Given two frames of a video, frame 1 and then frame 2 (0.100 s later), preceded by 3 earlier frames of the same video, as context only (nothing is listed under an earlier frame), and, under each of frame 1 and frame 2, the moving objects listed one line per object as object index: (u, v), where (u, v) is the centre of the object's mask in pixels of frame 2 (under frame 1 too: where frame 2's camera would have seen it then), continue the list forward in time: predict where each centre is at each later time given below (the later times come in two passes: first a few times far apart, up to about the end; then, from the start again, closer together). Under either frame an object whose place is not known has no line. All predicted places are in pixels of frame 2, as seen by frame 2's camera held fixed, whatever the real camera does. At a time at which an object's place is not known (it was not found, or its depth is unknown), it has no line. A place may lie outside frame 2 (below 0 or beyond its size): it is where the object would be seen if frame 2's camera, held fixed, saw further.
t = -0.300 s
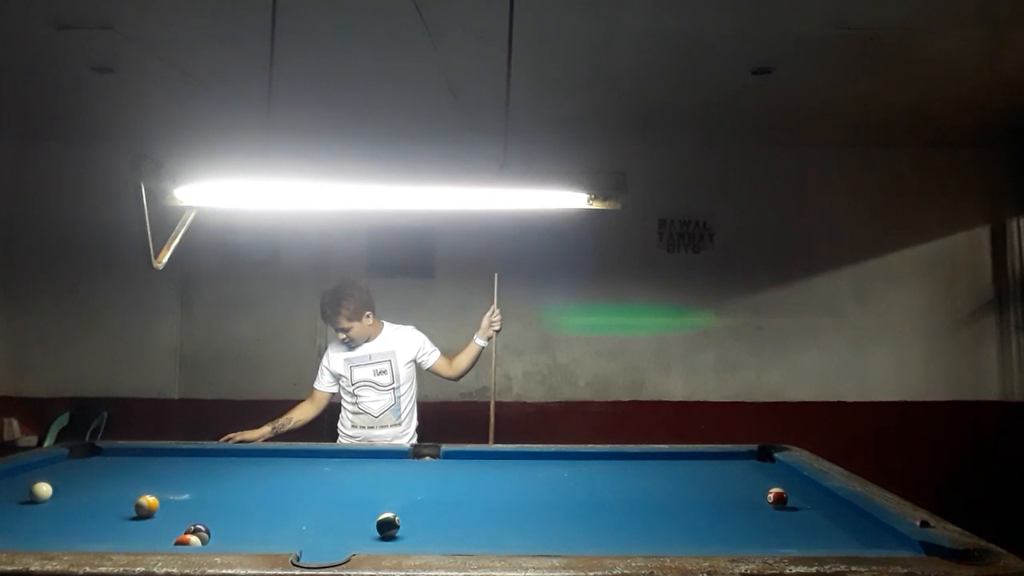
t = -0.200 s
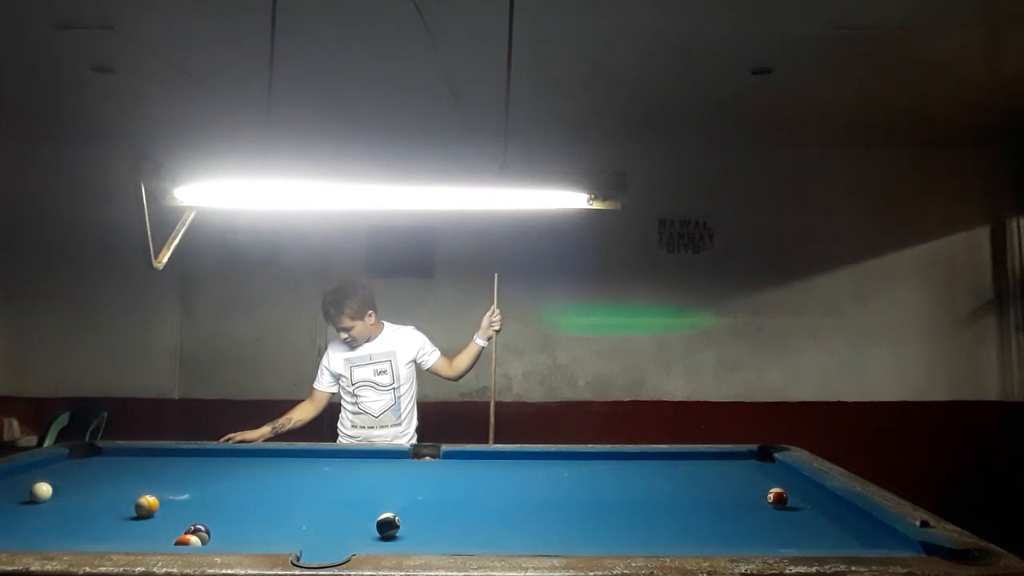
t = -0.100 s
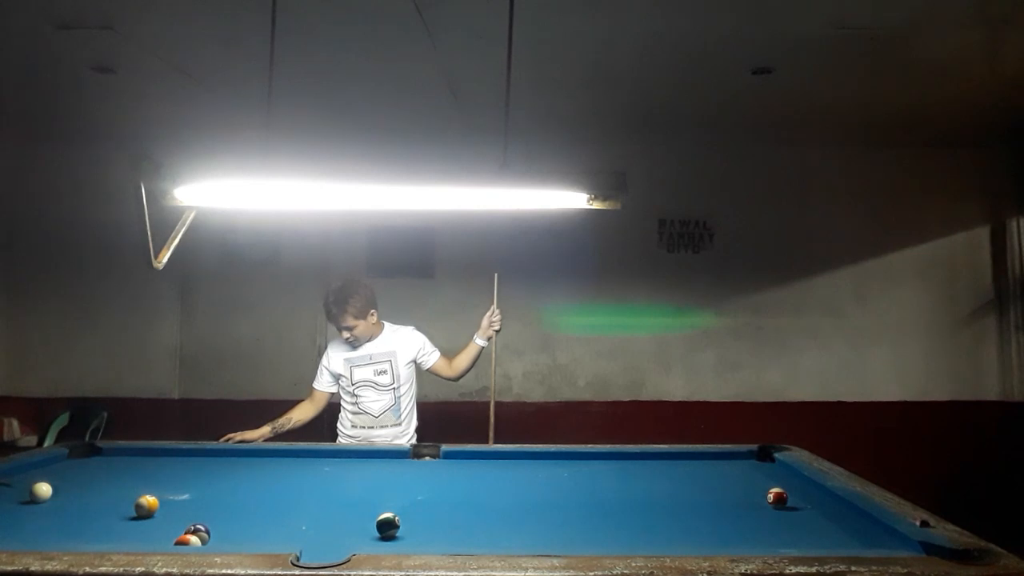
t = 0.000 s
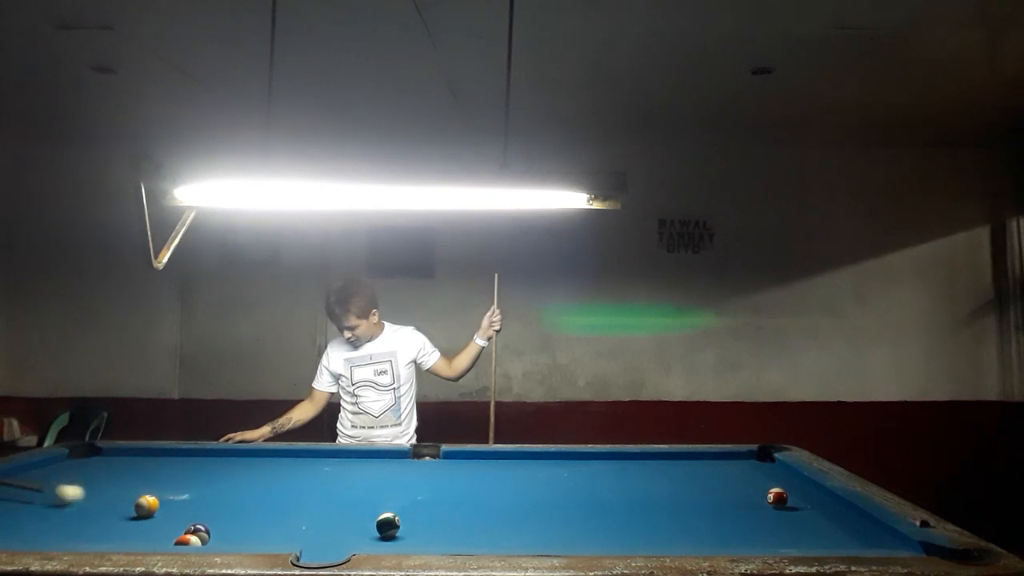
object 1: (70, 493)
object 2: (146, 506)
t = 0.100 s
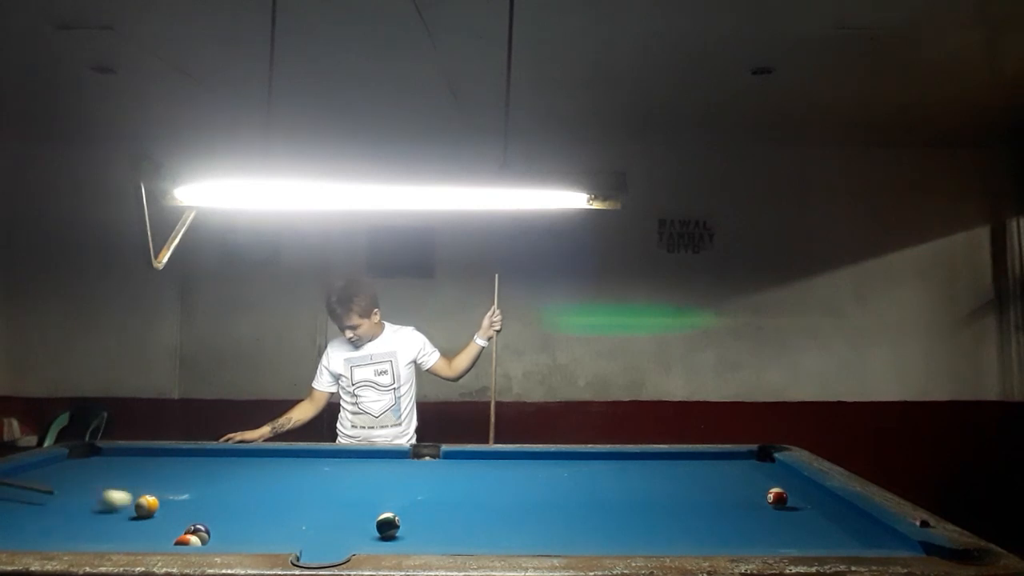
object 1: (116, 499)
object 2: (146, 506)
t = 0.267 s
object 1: (157, 501)
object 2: (180, 513)
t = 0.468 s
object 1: (199, 500)
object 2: (229, 526)
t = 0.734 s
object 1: (251, 499)
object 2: (300, 538)
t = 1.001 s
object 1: (299, 498)
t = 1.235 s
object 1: (338, 497)
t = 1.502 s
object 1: (378, 497)
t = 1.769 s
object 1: (415, 496)
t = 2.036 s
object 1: (447, 495)
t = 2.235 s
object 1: (470, 494)
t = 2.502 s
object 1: (496, 494)
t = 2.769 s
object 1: (519, 493)
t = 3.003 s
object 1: (536, 492)
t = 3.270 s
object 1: (551, 492)
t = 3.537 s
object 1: (562, 491)
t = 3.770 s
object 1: (568, 490)
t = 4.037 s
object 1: (573, 490)
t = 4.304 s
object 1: (573, 490)
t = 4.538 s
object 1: (573, 490)
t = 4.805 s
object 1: (573, 490)
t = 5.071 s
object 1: (573, 490)
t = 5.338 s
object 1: (572, 490)
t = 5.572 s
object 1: (572, 490)
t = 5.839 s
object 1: (572, 490)
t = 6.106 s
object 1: (572, 490)
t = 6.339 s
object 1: (572, 490)
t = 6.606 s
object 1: (572, 490)
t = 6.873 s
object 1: (572, 490)
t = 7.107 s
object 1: (572, 490)
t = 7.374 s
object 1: (572, 490)
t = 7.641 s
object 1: (572, 490)
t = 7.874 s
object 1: (572, 490)
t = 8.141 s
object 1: (572, 490)
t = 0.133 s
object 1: (127, 500)
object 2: (147, 506)
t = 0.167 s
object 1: (138, 502)
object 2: (155, 507)
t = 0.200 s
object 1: (144, 502)
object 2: (164, 509)
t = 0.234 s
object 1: (150, 501)
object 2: (172, 511)
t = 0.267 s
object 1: (157, 501)
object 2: (180, 513)
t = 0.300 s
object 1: (164, 501)
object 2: (188, 515)
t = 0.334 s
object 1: (172, 500)
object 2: (196, 515)
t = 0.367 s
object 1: (178, 500)
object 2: (205, 516)
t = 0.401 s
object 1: (185, 500)
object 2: (213, 520)
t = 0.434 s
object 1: (192, 500)
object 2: (221, 524)
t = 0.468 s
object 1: (199, 500)
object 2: (229, 526)
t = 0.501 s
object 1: (206, 500)
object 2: (237, 528)
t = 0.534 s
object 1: (212, 500)
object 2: (245, 530)
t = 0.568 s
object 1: (219, 500)
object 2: (254, 532)
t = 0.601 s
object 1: (225, 500)
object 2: (263, 533)
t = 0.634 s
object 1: (232, 499)
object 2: (272, 534)
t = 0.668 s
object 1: (239, 499)
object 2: (281, 536)
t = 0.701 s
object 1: (245, 499)
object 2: (290, 537)
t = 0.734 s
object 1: (251, 499)
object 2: (300, 538)
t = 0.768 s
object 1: (258, 499)
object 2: (309, 545)
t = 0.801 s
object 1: (264, 499)
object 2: (318, 548)
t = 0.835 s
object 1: (270, 499)
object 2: (328, 549)
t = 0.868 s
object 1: (276, 499)
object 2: (337, 550)
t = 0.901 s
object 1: (282, 499)
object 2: (341, 551)
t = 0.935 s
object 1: (288, 498)
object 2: (334, 552)
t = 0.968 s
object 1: (294, 498)
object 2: (325, 556)
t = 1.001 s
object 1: (299, 498)
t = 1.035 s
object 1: (305, 498)
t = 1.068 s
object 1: (310, 498)
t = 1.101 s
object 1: (316, 498)
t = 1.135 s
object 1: (322, 498)
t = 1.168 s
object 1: (327, 497)
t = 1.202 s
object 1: (332, 497)
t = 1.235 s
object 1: (338, 497)
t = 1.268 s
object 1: (343, 497)
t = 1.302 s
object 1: (348, 497)
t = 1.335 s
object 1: (353, 497)
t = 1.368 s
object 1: (358, 497)
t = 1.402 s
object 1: (363, 497)
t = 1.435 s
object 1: (368, 497)
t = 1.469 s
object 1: (373, 497)
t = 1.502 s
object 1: (378, 497)
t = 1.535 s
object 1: (383, 497)
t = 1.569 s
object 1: (387, 496)
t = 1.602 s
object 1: (392, 496)
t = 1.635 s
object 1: (397, 496)
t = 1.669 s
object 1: (401, 496)
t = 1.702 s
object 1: (406, 496)
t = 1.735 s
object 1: (410, 496)
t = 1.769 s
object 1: (415, 496)
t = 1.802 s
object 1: (419, 496)
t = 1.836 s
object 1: (423, 496)
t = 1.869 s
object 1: (427, 496)
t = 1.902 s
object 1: (431, 496)
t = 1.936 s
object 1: (436, 495)
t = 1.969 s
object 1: (440, 495)
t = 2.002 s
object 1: (444, 495)
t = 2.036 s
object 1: (447, 495)
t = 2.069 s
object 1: (451, 495)
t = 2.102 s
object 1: (455, 495)
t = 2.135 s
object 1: (459, 495)
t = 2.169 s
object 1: (462, 495)
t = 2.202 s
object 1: (466, 495)
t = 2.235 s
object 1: (470, 494)
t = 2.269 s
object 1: (473, 494)
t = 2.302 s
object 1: (476, 494)
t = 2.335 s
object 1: (480, 494)
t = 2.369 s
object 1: (483, 494)
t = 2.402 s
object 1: (486, 494)
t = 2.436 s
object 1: (490, 494)
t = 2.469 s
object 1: (493, 494)
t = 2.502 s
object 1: (496, 494)
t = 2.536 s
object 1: (499, 494)
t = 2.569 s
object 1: (502, 494)
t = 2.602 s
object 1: (505, 493)
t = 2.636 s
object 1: (508, 493)
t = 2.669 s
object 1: (510, 493)
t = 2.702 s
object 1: (513, 493)
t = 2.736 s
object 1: (516, 493)
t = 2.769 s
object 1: (519, 493)
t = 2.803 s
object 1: (521, 493)
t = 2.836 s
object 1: (524, 493)
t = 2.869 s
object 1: (526, 493)
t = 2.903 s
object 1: (529, 493)
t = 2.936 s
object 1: (531, 493)
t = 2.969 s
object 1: (533, 492)
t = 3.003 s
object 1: (536, 492)
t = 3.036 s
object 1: (538, 492)
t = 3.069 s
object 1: (540, 492)
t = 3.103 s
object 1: (542, 492)
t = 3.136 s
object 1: (543, 492)
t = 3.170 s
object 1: (545, 492)
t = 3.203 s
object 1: (547, 492)
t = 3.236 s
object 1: (549, 492)
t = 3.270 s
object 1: (551, 492)
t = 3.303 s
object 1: (552, 491)
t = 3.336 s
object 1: (554, 491)
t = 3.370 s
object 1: (556, 491)
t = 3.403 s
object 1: (557, 491)
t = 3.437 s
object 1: (558, 491)
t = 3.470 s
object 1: (560, 491)
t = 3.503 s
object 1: (561, 491)
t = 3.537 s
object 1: (562, 491)
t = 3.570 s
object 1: (563, 491)
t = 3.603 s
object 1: (564, 491)
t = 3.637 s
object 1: (565, 491)
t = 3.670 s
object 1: (566, 491)
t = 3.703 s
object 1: (567, 490)
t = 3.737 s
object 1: (568, 490)
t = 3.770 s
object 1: (568, 490)
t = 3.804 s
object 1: (569, 490)
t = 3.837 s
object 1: (570, 490)
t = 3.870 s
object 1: (571, 490)
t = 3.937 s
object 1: (572, 490)
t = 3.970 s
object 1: (572, 490)
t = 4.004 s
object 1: (572, 490)
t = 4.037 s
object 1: (573, 490)
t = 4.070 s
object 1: (573, 490)
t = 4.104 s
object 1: (573, 490)
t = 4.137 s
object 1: (573, 490)
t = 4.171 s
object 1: (573, 490)
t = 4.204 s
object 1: (573, 490)
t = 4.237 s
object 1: (573, 490)
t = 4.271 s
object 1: (573, 490)
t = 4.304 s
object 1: (573, 490)
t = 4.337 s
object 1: (573, 490)
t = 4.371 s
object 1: (573, 490)
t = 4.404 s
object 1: (573, 490)
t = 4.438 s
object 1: (573, 490)
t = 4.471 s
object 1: (573, 490)
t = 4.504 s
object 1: (573, 490)
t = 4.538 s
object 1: (573, 490)
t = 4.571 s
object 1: (573, 490)
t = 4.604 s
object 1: (573, 490)
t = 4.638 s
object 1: (573, 490)
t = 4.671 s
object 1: (573, 490)
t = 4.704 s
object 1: (573, 490)
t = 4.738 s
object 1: (573, 490)
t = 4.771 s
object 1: (573, 490)
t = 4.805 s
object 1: (573, 490)
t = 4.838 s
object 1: (573, 490)
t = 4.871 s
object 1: (573, 490)
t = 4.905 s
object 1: (573, 490)
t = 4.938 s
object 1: (573, 490)
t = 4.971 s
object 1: (573, 490)
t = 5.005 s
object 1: (573, 490)
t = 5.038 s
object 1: (573, 490)
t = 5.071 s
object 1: (573, 490)
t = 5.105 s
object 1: (572, 490)
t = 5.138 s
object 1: (573, 490)
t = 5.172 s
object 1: (573, 490)
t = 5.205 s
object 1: (572, 490)
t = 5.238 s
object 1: (572, 490)
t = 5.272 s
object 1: (572, 490)
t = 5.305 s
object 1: (572, 490)
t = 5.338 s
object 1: (572, 490)
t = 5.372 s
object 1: (572, 490)
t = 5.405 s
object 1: (572, 490)
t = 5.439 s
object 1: (572, 490)
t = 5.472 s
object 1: (572, 490)
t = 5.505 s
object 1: (572, 490)
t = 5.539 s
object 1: (572, 490)
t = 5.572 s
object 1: (572, 490)
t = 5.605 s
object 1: (572, 490)
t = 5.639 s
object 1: (572, 490)
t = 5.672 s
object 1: (572, 490)
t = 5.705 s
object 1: (572, 490)
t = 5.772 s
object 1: (572, 490)
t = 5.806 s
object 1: (572, 490)
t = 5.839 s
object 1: (572, 490)
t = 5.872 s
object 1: (572, 490)
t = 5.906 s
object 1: (572, 490)
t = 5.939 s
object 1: (572, 490)
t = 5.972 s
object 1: (572, 490)
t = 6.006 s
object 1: (572, 490)
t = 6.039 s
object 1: (572, 490)
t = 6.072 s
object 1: (572, 490)
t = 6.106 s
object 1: (572, 490)
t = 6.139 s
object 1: (572, 490)
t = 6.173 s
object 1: (572, 490)
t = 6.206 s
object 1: (572, 490)
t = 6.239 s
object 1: (572, 490)
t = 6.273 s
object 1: (572, 490)
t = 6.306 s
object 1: (572, 490)
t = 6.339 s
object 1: (572, 490)
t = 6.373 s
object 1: (572, 490)
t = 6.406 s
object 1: (572, 490)
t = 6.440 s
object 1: (572, 490)
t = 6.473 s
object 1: (572, 490)
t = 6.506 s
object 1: (572, 490)
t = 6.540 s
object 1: (572, 490)
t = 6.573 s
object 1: (572, 490)
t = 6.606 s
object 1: (572, 490)
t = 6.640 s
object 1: (572, 490)
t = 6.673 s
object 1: (572, 490)
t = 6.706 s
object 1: (572, 490)
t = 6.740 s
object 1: (572, 490)
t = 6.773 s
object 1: (572, 490)
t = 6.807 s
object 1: (572, 490)
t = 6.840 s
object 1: (572, 490)
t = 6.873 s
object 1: (572, 490)
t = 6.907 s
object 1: (572, 490)
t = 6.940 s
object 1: (572, 490)
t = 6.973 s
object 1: (572, 490)
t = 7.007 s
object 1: (572, 490)
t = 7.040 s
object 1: (572, 490)
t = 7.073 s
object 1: (572, 490)
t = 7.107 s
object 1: (572, 490)
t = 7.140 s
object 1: (572, 490)
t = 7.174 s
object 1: (572, 490)
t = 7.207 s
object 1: (572, 490)
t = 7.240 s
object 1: (572, 490)
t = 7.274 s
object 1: (572, 490)
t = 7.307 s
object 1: (572, 490)
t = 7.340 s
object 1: (572, 490)
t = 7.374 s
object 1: (572, 490)
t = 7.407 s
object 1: (572, 490)
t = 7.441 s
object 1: (572, 490)
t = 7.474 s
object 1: (572, 490)
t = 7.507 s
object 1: (572, 490)
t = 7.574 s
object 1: (572, 490)
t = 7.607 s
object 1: (572, 490)
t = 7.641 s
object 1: (572, 490)
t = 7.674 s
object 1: (572, 490)
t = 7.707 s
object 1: (572, 490)
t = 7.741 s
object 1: (572, 490)
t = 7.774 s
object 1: (572, 490)
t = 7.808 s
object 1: (572, 490)
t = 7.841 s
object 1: (572, 490)
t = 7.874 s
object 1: (572, 490)
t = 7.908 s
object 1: (572, 490)
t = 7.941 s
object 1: (572, 490)
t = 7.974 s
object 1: (572, 490)
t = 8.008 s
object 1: (572, 490)
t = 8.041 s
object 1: (572, 490)
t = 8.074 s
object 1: (572, 490)
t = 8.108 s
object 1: (572, 490)
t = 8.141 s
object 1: (572, 490)
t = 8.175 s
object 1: (572, 490)
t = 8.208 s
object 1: (572, 490)
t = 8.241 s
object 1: (572, 490)
